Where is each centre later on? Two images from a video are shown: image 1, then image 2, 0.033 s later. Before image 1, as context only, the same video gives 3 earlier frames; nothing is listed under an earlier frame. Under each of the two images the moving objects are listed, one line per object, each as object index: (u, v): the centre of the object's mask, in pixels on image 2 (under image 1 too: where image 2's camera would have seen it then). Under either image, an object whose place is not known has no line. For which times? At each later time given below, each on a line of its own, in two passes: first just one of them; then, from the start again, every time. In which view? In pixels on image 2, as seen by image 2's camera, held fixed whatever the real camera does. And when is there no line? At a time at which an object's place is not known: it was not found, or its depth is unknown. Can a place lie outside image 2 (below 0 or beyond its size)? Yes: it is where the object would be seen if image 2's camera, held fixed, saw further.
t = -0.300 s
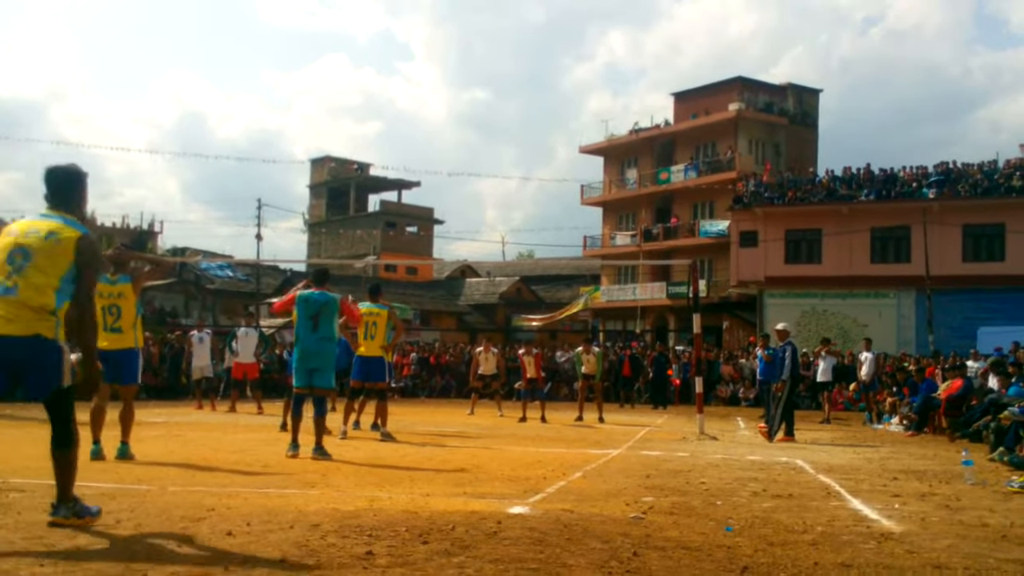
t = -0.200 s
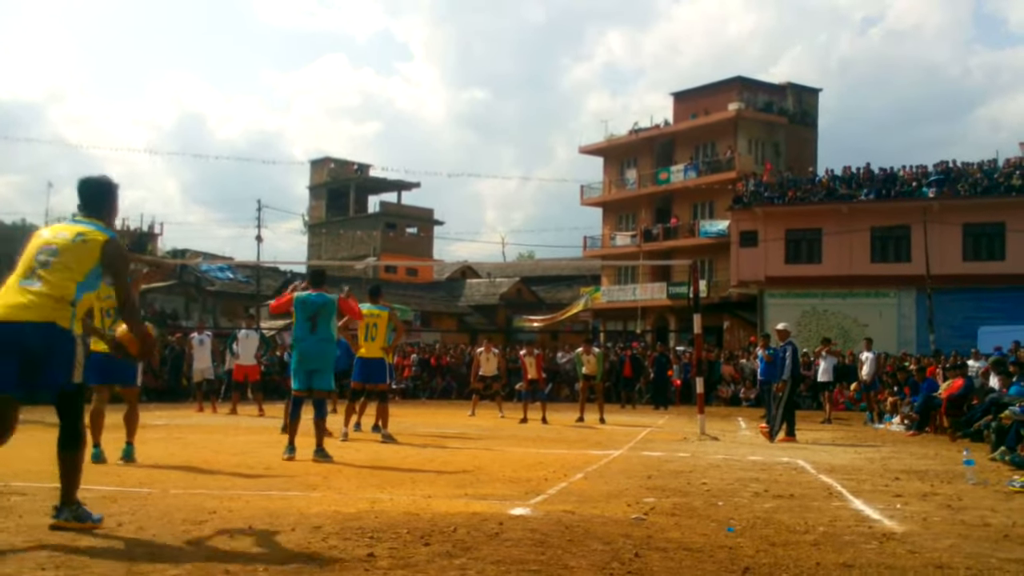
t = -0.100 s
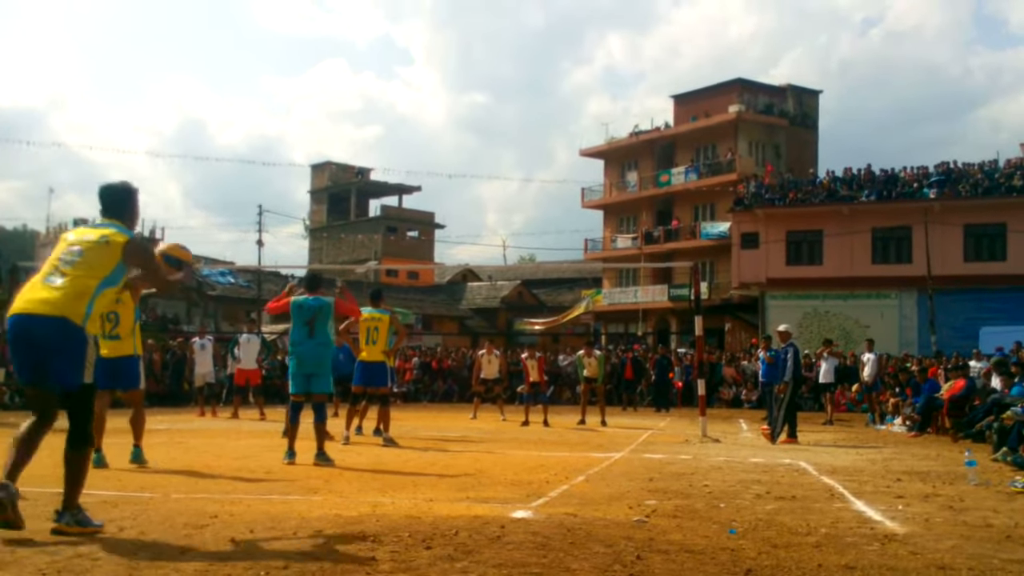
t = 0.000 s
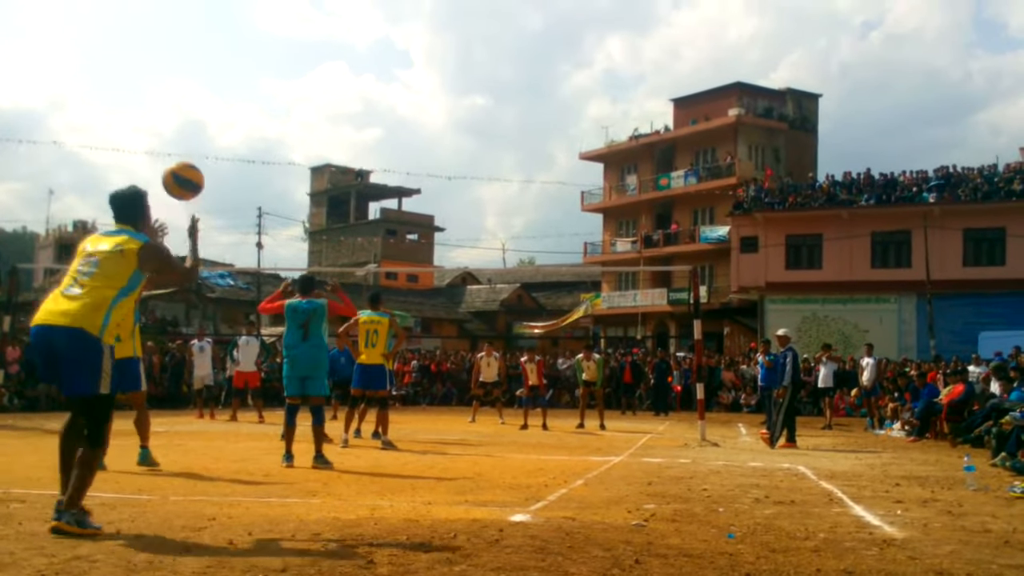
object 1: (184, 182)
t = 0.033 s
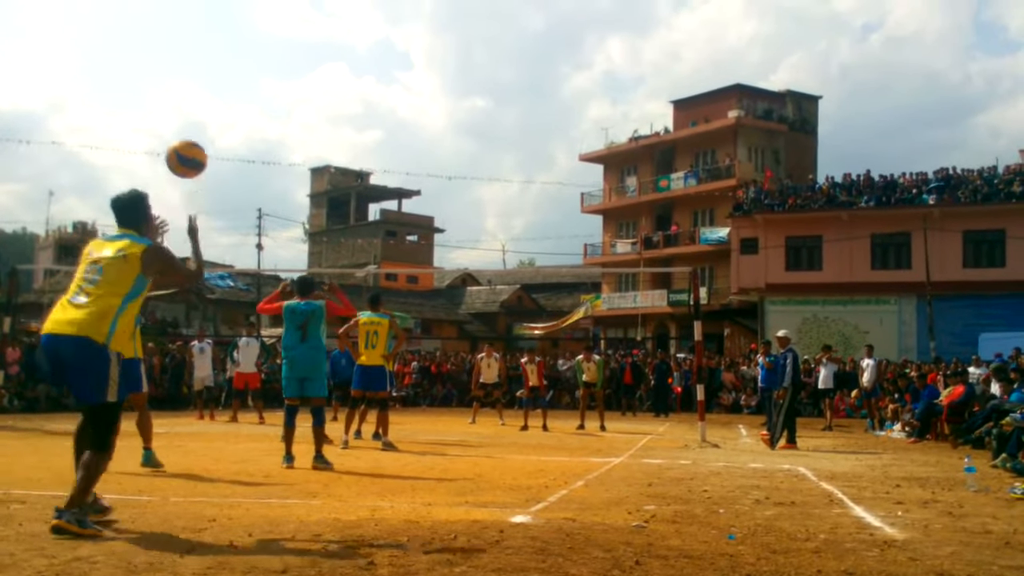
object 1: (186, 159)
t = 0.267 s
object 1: (204, 58)
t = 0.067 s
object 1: (190, 139)
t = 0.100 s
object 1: (193, 120)
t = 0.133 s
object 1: (196, 104)
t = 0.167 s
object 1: (198, 90)
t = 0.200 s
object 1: (201, 77)
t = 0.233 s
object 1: (202, 67)
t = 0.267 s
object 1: (204, 58)
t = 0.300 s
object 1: (206, 52)
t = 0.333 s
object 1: (208, 49)
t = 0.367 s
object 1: (209, 49)
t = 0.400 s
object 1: (209, 48)
